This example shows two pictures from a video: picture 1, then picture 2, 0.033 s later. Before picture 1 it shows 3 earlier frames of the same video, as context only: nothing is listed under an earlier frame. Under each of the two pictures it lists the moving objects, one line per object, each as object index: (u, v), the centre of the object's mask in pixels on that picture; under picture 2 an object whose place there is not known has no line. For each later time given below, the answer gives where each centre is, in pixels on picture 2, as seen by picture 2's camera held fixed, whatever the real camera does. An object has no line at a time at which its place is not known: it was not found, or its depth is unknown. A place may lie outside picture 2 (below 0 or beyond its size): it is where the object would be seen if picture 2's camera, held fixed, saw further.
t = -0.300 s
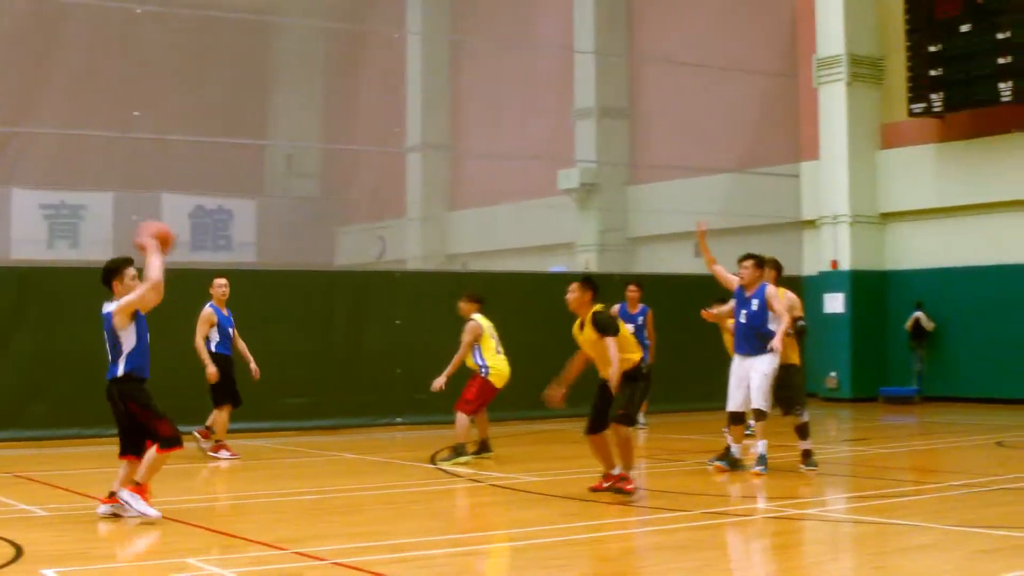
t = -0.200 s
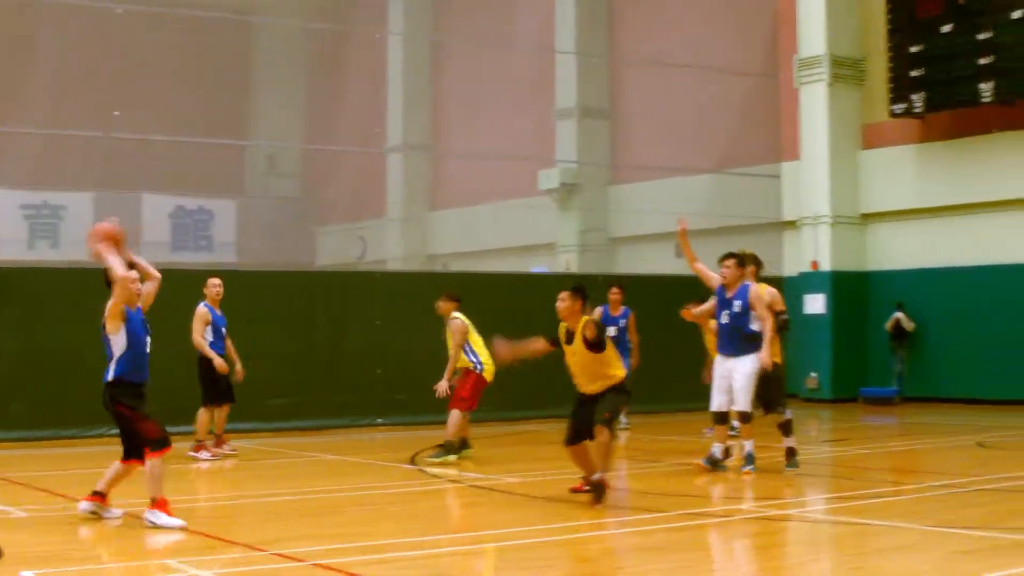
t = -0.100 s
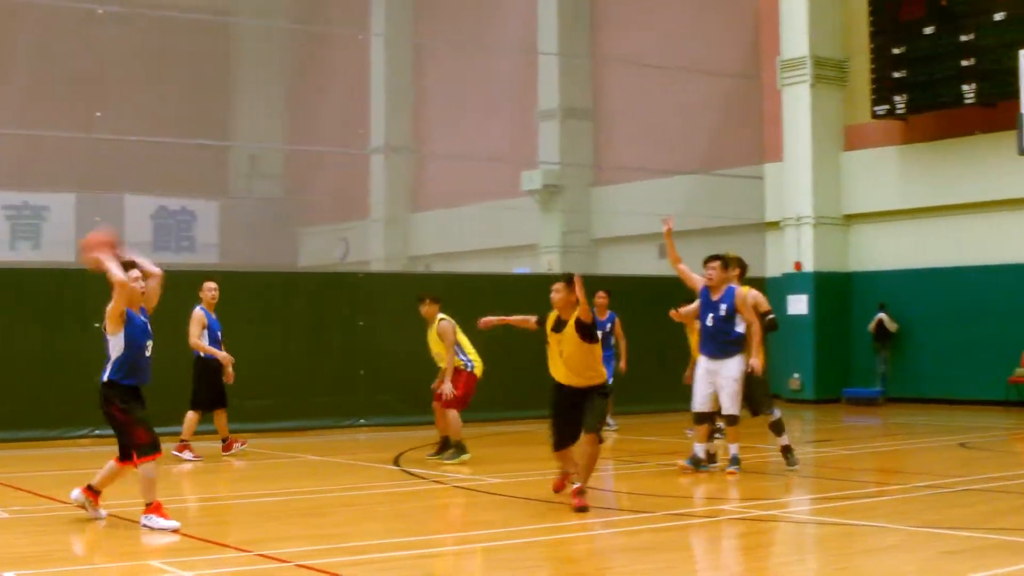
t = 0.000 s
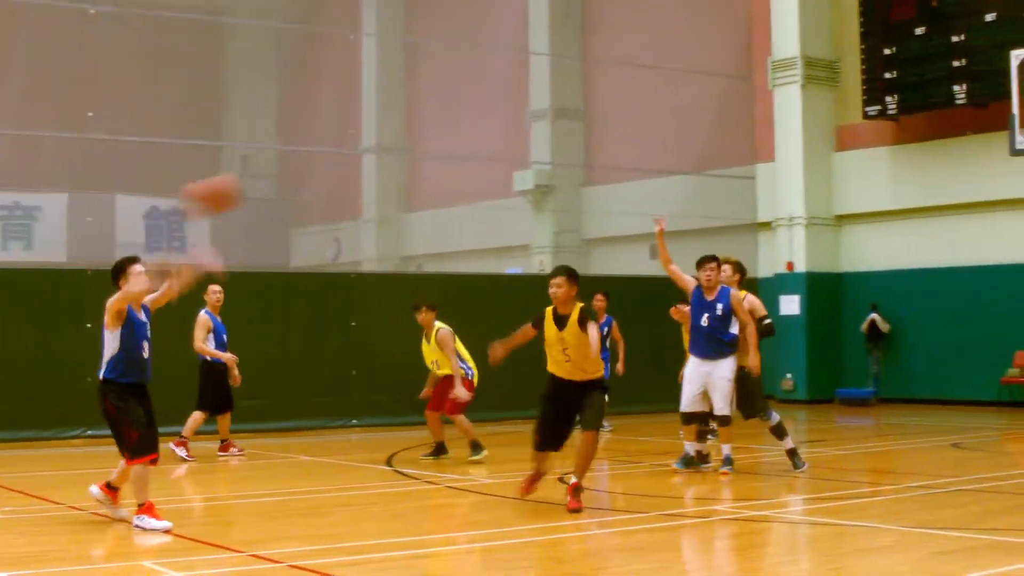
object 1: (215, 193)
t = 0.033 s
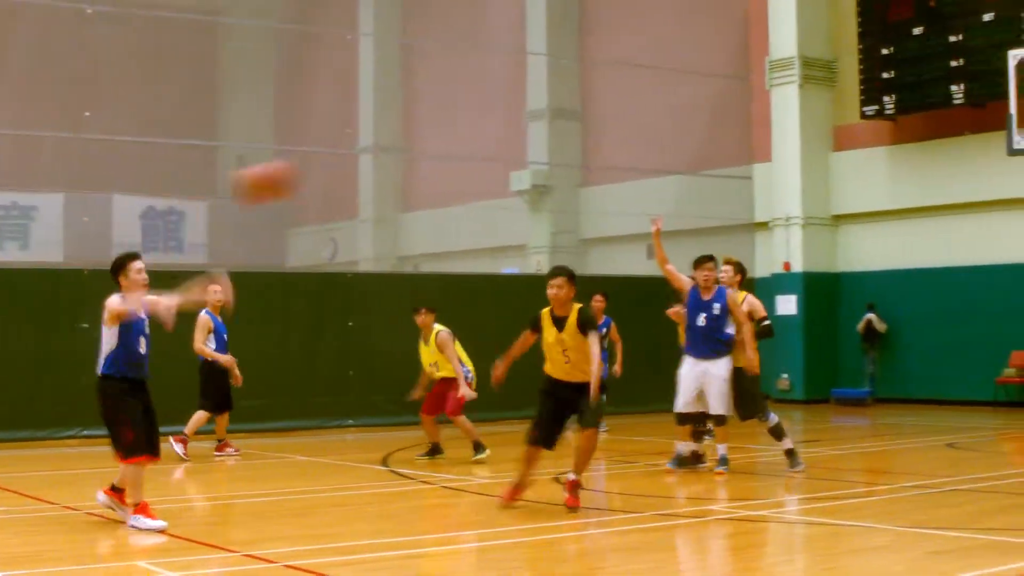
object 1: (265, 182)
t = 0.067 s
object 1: (320, 170)
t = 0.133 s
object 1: (437, 152)
